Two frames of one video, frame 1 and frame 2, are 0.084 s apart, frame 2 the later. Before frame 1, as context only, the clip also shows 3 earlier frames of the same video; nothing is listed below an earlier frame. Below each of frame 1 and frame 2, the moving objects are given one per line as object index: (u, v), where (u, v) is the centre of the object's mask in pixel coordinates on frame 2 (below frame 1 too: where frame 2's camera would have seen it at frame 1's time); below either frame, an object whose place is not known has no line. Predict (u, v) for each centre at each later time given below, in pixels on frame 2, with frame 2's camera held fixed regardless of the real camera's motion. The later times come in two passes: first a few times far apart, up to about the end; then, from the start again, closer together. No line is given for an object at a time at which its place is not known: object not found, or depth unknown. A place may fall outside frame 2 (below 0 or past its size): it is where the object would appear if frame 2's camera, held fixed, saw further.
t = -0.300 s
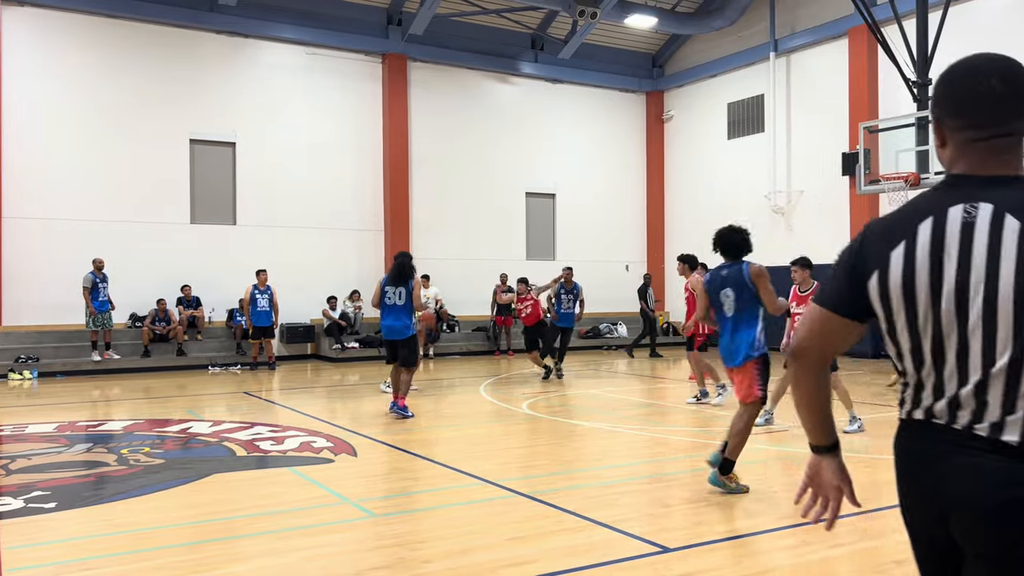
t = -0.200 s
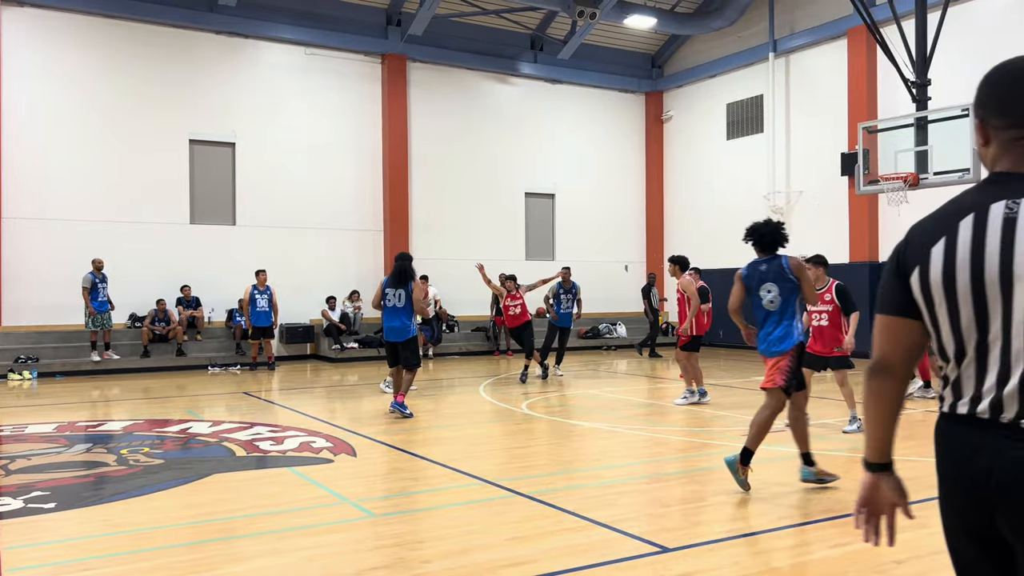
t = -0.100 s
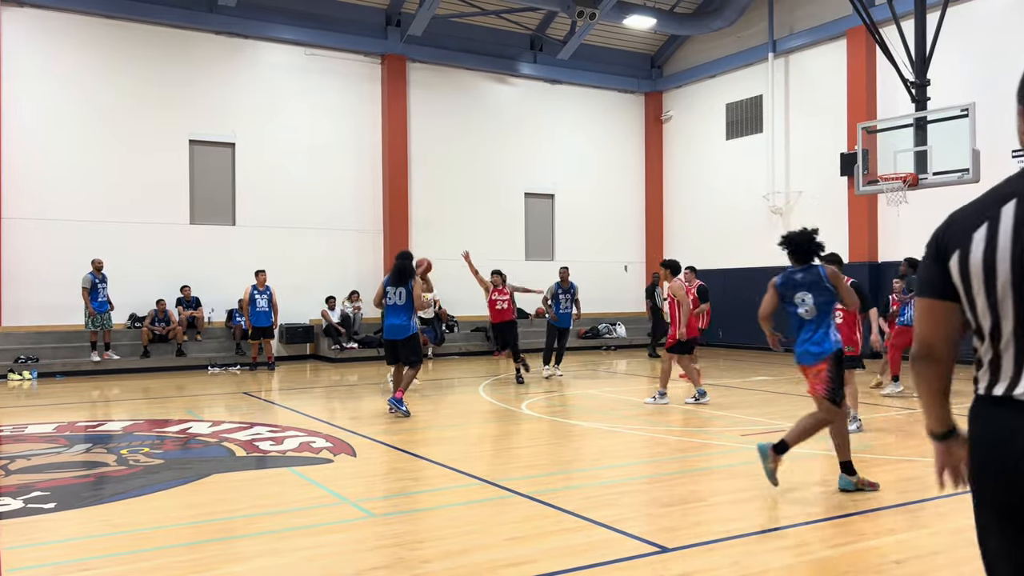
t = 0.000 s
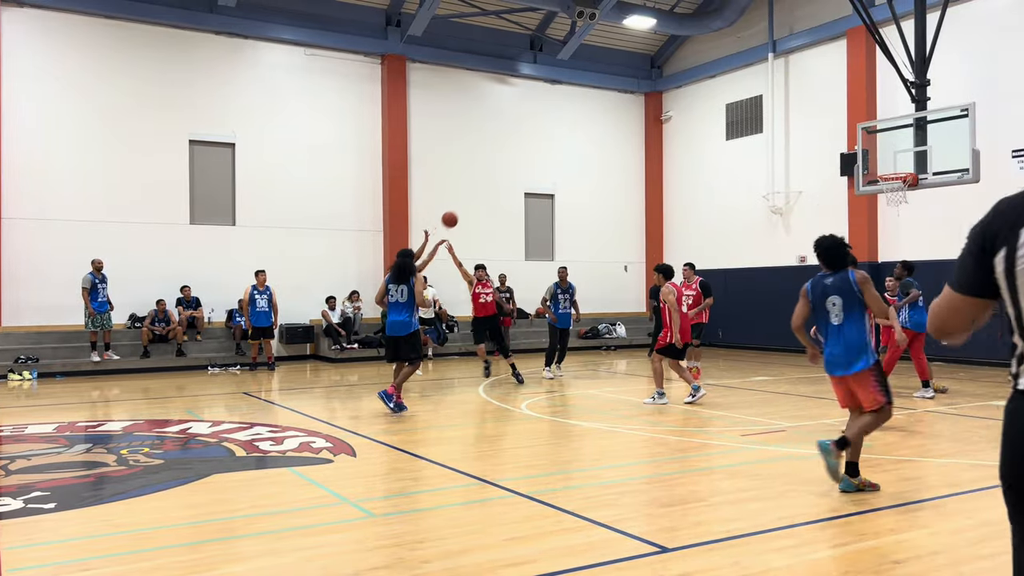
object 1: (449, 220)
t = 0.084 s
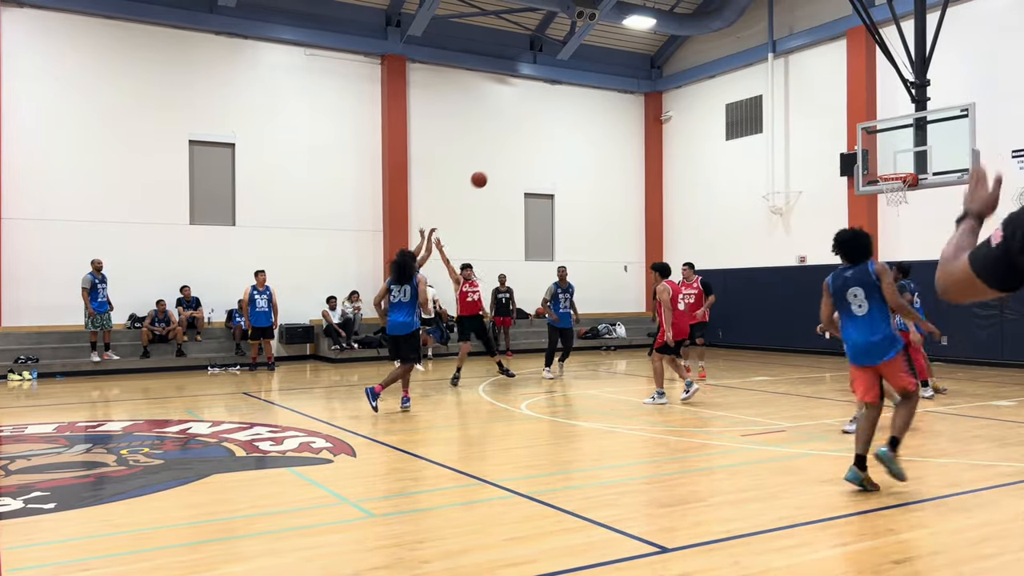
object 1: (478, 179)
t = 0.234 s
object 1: (531, 120)
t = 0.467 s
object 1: (611, 58)
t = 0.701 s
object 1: (689, 36)
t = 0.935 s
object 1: (767, 50)
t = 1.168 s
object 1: (843, 103)
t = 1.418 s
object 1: (911, 154)
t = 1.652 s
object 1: (948, 133)
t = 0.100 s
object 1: (484, 172)
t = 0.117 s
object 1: (490, 165)
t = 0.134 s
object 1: (496, 158)
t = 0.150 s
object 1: (502, 151)
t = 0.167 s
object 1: (508, 144)
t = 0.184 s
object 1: (514, 138)
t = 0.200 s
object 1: (519, 132)
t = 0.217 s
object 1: (525, 126)
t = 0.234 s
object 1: (531, 120)
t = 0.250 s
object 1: (536, 114)
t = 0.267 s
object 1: (542, 109)
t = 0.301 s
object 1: (554, 98)
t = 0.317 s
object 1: (559, 93)
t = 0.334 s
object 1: (565, 89)
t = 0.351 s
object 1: (571, 84)
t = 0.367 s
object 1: (576, 80)
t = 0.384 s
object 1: (582, 75)
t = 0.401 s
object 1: (588, 72)
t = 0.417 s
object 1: (593, 68)
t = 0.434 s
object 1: (599, 64)
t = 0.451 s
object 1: (604, 61)
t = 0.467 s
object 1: (611, 58)
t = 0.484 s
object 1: (616, 56)
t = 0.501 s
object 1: (621, 53)
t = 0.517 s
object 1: (626, 50)
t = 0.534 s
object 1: (633, 48)
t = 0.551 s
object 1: (638, 46)
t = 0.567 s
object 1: (644, 44)
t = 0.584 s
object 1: (649, 42)
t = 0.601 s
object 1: (656, 41)
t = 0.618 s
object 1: (661, 40)
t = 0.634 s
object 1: (668, 39)
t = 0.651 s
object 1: (672, 38)
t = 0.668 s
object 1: (678, 37)
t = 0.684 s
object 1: (684, 36)
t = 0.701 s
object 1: (689, 36)
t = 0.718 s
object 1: (695, 36)
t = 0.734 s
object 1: (700, 36)
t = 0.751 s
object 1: (706, 36)
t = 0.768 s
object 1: (712, 36)
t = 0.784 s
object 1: (718, 37)
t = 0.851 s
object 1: (740, 41)
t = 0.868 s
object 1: (745, 43)
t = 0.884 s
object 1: (751, 44)
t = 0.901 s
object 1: (756, 46)
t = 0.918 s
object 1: (762, 48)
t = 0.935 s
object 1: (767, 50)
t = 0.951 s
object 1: (773, 53)
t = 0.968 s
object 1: (777, 57)
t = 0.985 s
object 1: (784, 59)
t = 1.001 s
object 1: (789, 62)
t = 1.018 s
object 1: (794, 65)
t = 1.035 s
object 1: (800, 69)
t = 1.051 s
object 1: (805, 72)
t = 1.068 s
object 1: (811, 76)
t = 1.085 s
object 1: (816, 80)
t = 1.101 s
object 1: (822, 84)
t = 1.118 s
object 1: (827, 88)
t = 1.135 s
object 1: (833, 93)
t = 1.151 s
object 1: (838, 98)
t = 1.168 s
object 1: (843, 103)
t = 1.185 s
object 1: (848, 108)
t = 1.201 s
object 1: (853, 113)
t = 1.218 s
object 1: (859, 118)
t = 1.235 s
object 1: (865, 124)
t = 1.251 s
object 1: (871, 130)
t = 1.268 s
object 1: (875, 135)
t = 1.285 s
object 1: (881, 142)
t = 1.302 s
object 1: (886, 148)
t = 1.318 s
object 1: (891, 155)
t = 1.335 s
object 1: (897, 162)
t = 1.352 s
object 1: (901, 166)
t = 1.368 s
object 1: (904, 163)
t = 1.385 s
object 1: (906, 160)
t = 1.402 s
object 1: (908, 157)
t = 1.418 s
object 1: (911, 154)
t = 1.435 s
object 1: (913, 151)
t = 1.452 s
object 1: (916, 149)
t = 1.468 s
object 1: (918, 147)
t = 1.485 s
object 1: (921, 145)
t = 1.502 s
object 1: (924, 142)
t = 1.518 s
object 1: (926, 141)
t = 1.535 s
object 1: (929, 139)
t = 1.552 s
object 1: (931, 138)
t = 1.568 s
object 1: (934, 137)
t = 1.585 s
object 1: (937, 135)
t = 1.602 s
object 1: (940, 134)
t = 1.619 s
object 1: (942, 134)
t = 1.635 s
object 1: (945, 133)
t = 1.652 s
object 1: (948, 133)
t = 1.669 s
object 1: (950, 133)
